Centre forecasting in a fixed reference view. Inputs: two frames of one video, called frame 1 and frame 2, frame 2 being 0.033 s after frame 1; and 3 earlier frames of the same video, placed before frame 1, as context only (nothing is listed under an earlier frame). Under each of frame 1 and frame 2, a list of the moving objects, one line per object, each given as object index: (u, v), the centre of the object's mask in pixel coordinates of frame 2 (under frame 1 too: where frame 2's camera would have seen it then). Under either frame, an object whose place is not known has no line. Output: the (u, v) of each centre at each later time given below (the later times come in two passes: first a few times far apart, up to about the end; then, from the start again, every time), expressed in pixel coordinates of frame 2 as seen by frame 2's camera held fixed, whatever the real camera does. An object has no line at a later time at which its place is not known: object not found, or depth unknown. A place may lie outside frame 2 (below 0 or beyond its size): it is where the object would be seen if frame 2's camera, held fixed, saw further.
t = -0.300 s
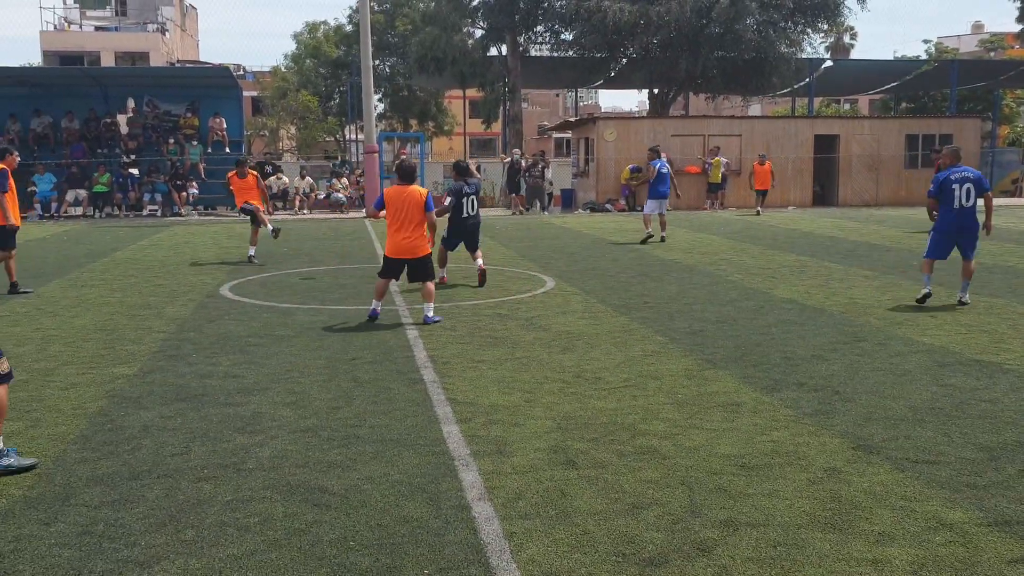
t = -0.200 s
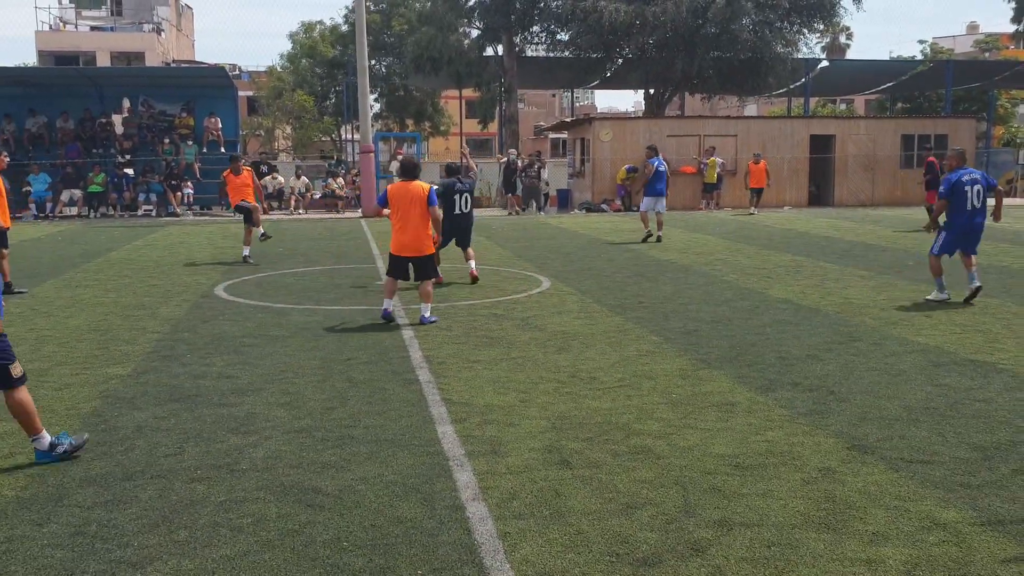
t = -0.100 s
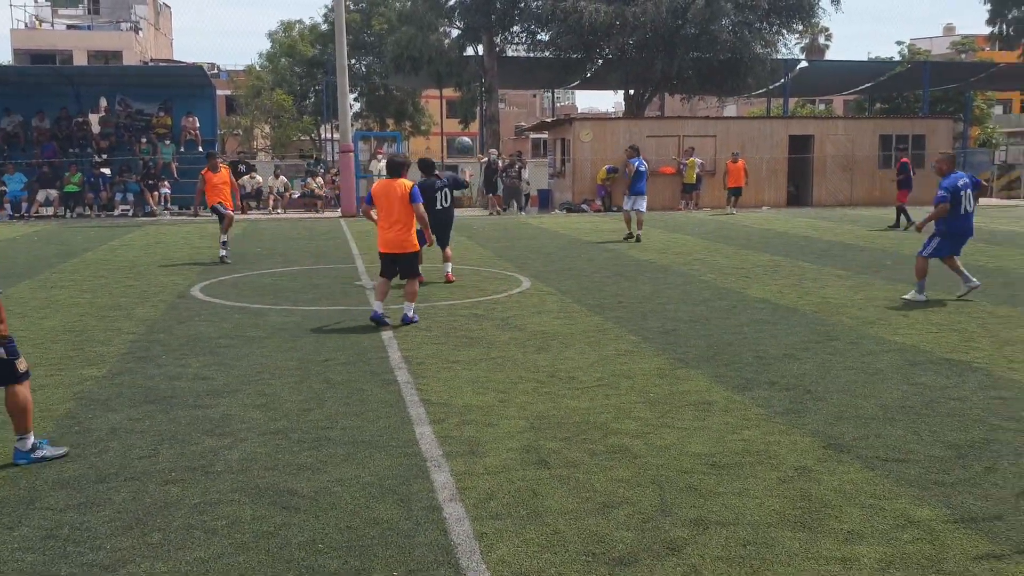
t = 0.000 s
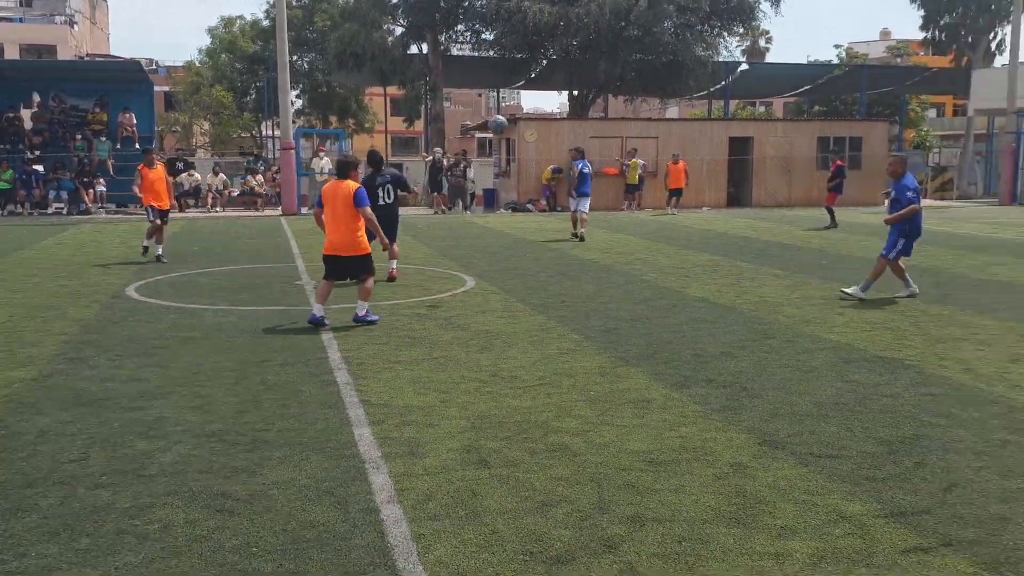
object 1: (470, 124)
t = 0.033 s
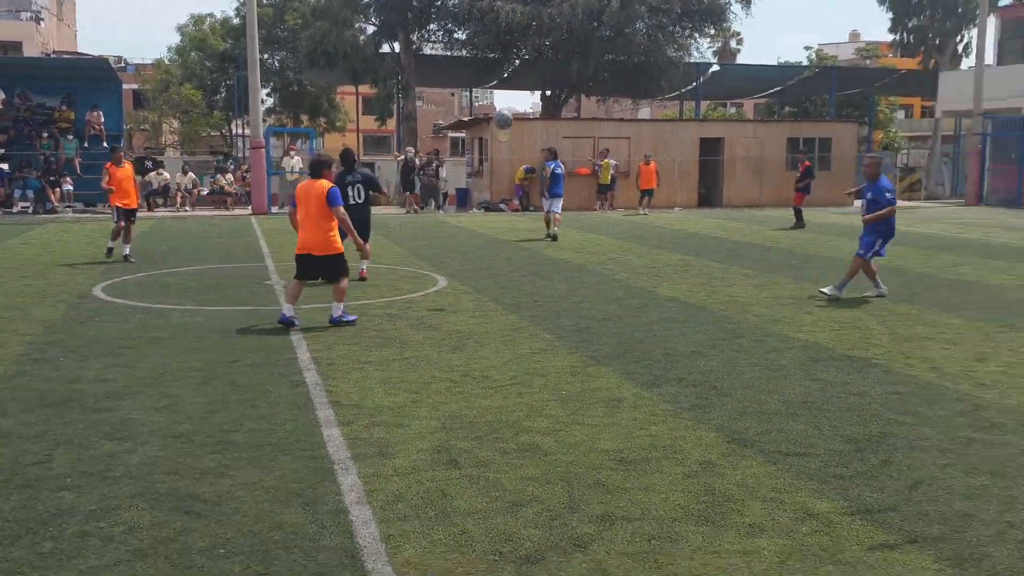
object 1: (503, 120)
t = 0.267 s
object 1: (759, 109)
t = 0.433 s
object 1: (986, 135)
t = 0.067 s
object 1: (536, 115)
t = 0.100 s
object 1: (570, 111)
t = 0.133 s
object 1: (606, 109)
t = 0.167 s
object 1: (642, 107)
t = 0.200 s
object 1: (679, 107)
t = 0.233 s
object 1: (718, 107)
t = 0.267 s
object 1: (759, 109)
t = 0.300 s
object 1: (801, 110)
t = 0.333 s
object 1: (844, 115)
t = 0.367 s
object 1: (889, 120)
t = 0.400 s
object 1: (936, 128)
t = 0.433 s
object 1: (986, 135)
